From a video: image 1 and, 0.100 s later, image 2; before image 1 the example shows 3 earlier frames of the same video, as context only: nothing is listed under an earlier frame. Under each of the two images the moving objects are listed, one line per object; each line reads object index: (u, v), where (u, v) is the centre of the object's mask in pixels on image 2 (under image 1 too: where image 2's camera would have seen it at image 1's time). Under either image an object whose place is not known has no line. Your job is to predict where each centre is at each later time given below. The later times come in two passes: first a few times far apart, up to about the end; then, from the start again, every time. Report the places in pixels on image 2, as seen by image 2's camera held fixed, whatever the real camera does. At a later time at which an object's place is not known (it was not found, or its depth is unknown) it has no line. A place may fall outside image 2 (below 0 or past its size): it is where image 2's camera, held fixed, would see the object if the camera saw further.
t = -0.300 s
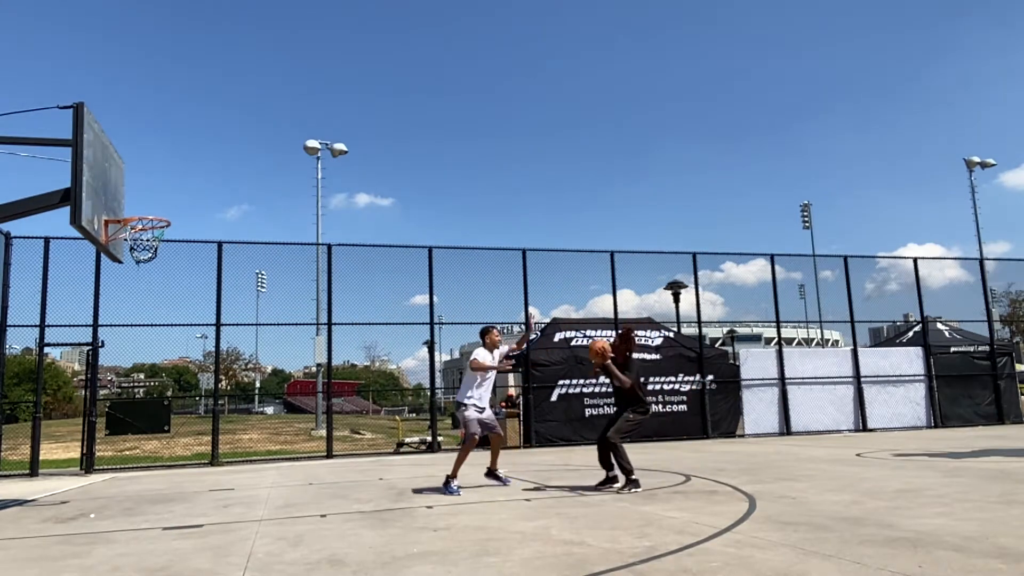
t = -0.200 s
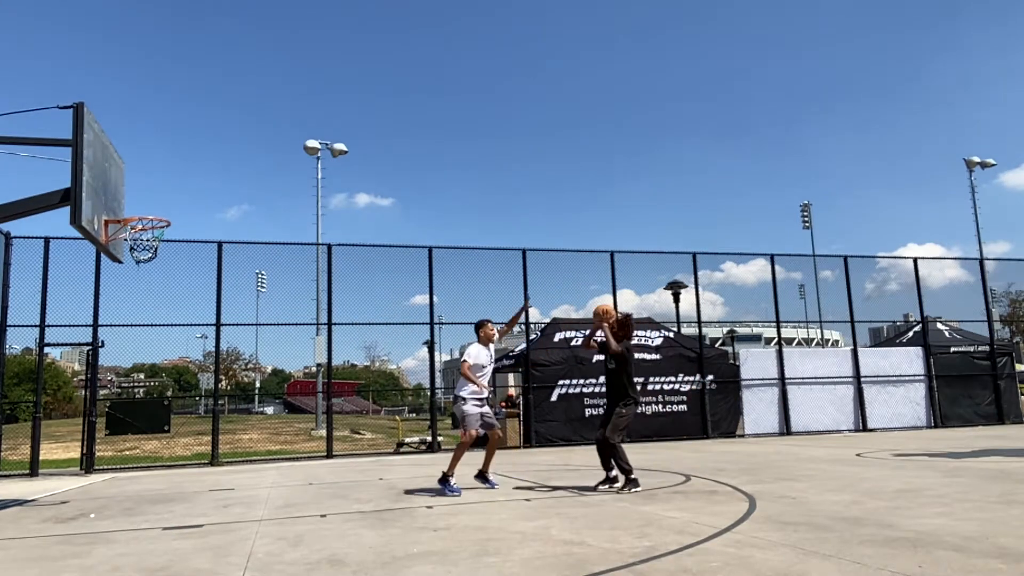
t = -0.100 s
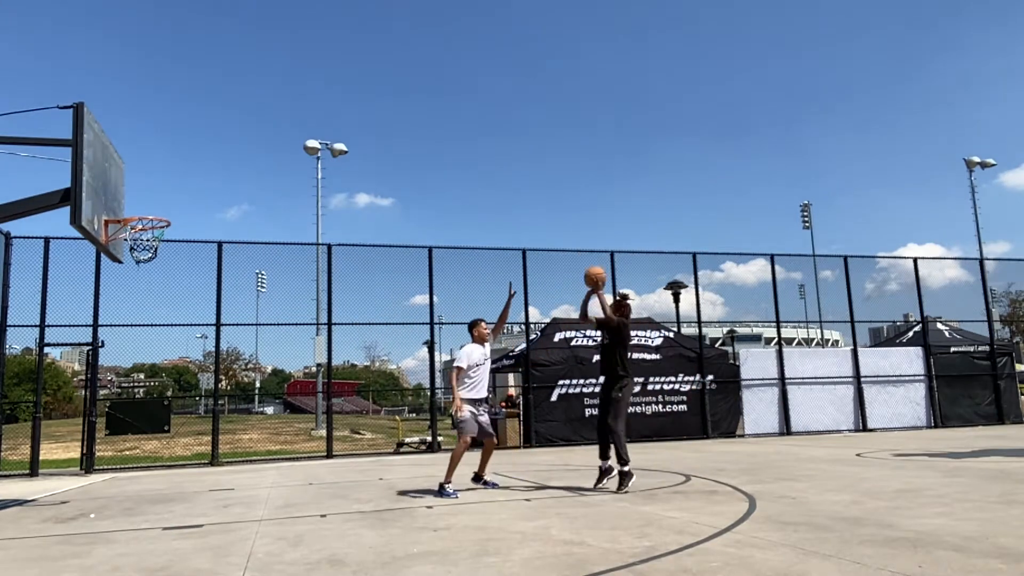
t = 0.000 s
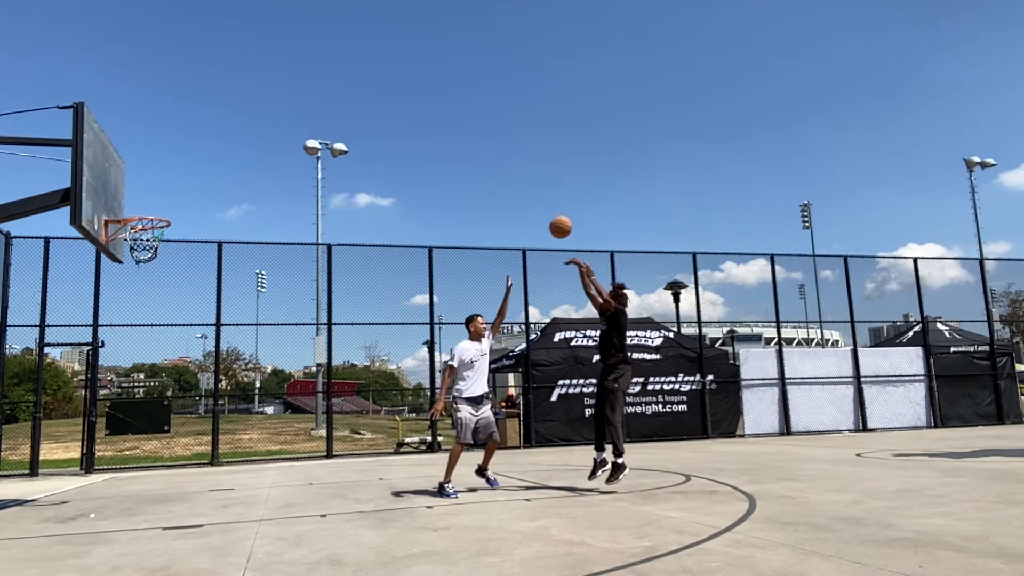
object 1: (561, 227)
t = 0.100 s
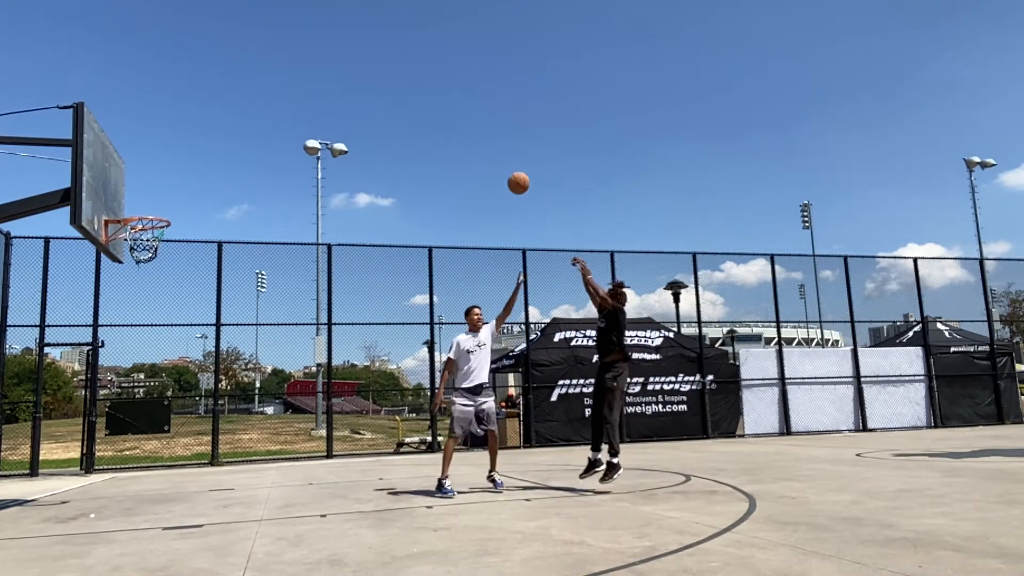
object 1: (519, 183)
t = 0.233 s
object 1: (468, 142)
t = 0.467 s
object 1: (377, 102)
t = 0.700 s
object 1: (290, 108)
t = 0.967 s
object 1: (189, 172)
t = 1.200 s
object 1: (127, 245)
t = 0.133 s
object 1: (505, 170)
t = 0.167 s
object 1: (495, 162)
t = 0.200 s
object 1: (481, 151)
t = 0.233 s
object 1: (468, 142)
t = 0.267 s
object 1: (455, 133)
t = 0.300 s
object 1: (442, 126)
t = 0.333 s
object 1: (429, 119)
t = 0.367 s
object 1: (416, 114)
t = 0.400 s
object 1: (403, 109)
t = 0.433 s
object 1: (390, 105)
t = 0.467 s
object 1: (377, 102)
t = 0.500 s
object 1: (365, 100)
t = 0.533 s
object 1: (352, 99)
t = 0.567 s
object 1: (340, 99)
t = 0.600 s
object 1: (327, 100)
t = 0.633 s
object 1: (315, 102)
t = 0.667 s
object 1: (302, 105)
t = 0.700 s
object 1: (290, 108)
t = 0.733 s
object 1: (277, 113)
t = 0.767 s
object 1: (265, 118)
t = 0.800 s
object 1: (252, 125)
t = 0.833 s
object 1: (240, 132)
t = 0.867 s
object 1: (227, 140)
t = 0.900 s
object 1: (215, 150)
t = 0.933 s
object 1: (202, 160)
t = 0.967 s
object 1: (189, 172)
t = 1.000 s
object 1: (176, 183)
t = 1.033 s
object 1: (163, 197)
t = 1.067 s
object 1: (150, 209)
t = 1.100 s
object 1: (137, 226)
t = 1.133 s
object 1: (128, 238)
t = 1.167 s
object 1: (127, 245)
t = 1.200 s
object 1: (127, 245)
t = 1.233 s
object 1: (127, 248)
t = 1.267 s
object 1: (127, 252)
